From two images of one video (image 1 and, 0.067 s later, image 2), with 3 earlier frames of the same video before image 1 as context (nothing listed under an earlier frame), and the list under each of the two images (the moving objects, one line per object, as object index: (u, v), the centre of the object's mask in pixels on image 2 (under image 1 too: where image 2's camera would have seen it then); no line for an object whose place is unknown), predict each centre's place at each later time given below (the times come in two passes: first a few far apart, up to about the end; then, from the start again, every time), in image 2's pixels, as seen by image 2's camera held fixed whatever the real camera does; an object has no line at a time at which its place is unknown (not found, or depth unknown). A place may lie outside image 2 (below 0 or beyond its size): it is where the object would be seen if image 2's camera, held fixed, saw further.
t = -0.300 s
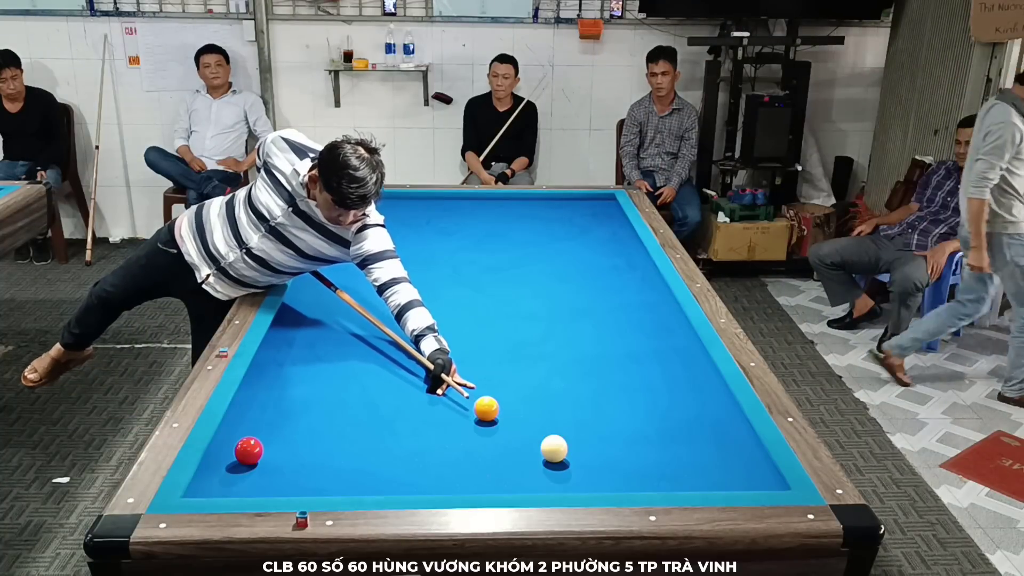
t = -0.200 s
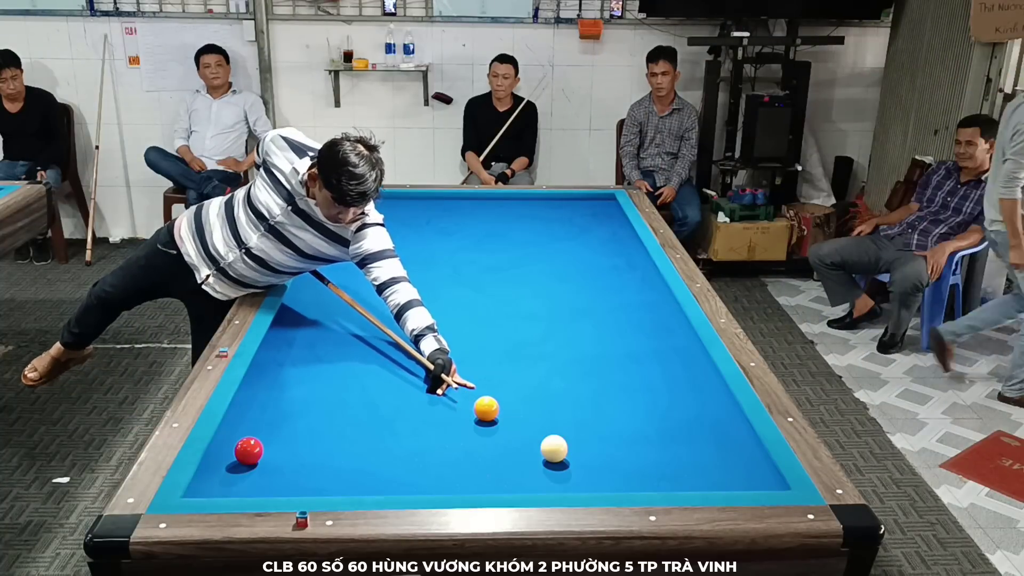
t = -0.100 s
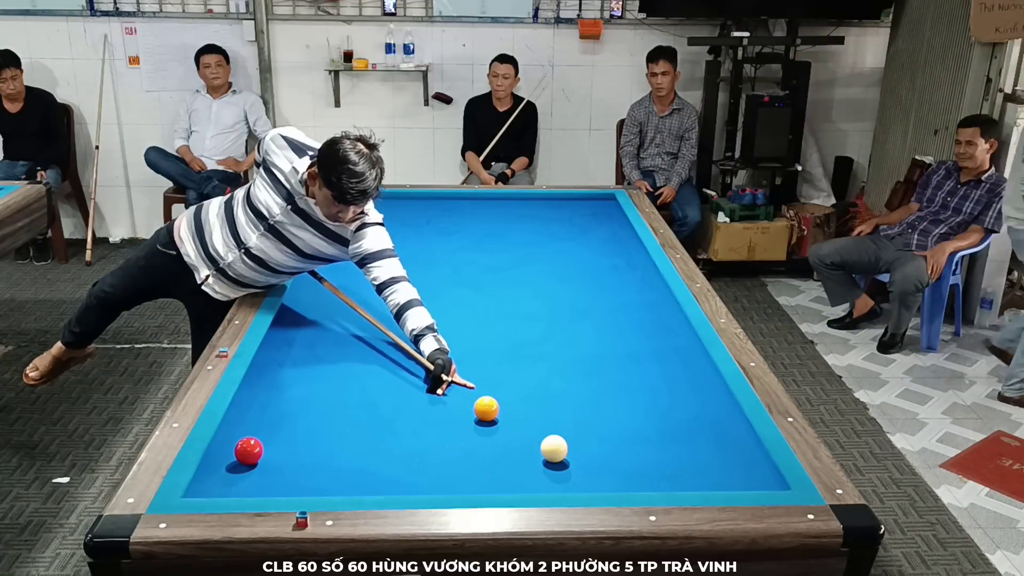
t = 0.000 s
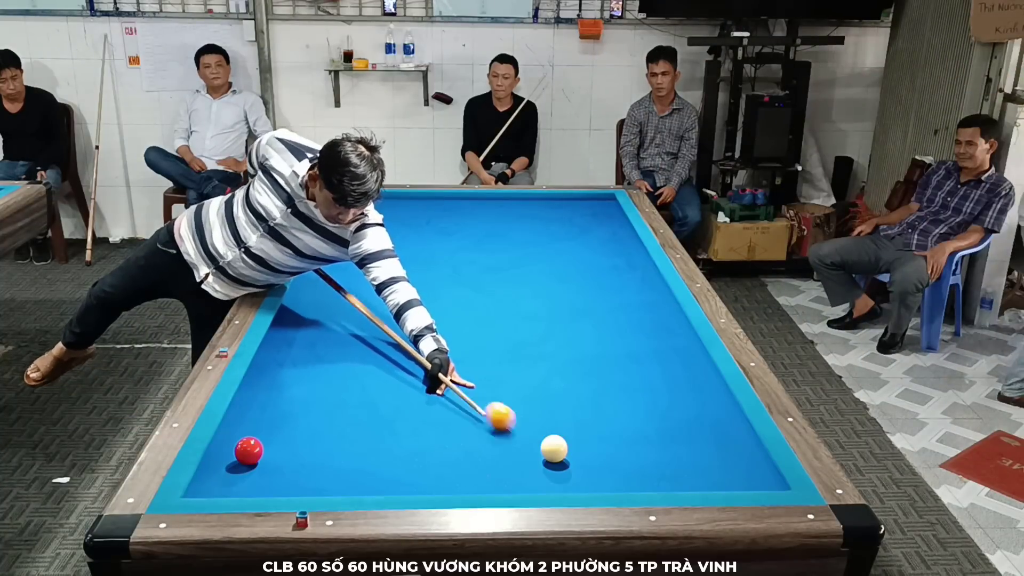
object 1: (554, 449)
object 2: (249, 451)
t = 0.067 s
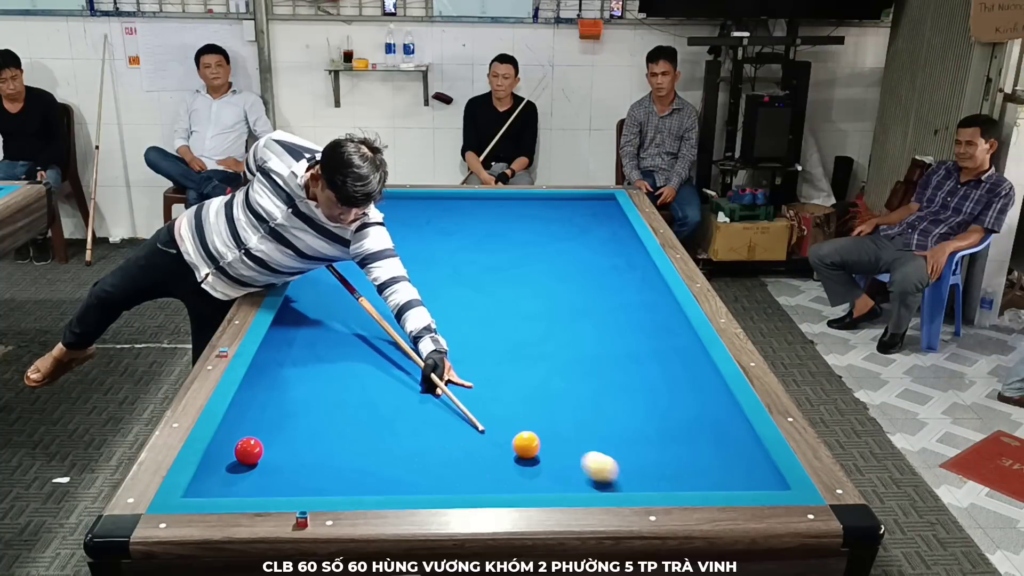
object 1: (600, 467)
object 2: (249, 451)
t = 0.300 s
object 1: (720, 415)
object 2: (249, 451)
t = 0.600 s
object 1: (575, 346)
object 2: (249, 451)
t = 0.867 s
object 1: (489, 302)
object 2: (249, 451)
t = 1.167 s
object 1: (412, 264)
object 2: (231, 445)
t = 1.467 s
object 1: (349, 233)
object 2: (248, 436)
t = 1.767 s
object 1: (361, 211)
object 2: (274, 428)
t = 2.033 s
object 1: (391, 197)
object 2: (296, 423)
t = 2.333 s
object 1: (401, 203)
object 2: (318, 417)
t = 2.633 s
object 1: (408, 212)
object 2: (337, 411)
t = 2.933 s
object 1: (416, 220)
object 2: (355, 407)
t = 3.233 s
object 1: (425, 228)
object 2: (370, 403)
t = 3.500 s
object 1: (432, 236)
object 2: (382, 400)
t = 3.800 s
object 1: (441, 245)
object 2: (394, 397)
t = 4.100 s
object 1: (450, 254)
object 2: (405, 395)
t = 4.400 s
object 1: (459, 263)
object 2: (413, 393)
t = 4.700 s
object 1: (469, 272)
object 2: (420, 391)
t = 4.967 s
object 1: (477, 280)
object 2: (424, 390)
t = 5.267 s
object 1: (486, 289)
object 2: (427, 389)
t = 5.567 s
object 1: (495, 299)
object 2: (428, 389)
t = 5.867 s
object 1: (505, 307)
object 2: (428, 389)
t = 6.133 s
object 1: (513, 316)
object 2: (428, 389)
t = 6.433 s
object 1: (522, 325)
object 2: (428, 389)
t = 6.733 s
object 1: (531, 334)
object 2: (428, 389)
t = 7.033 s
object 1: (540, 343)
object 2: (428, 389)
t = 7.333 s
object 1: (549, 351)
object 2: (428, 389)
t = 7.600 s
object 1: (556, 358)
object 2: (428, 389)
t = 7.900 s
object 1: (564, 366)
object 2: (428, 389)
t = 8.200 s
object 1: (571, 374)
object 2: (428, 389)
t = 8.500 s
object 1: (577, 382)
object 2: (428, 389)
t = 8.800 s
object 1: (583, 389)
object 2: (428, 389)
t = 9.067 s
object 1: (587, 394)
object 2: (428, 389)
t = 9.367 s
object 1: (591, 400)
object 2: (428, 389)
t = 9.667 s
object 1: (594, 405)
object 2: (428, 389)
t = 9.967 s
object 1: (598, 410)
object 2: (428, 389)
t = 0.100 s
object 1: (646, 483)
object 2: (249, 451)
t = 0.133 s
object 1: (675, 478)
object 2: (249, 451)
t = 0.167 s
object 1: (694, 464)
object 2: (249, 451)
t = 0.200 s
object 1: (711, 450)
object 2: (249, 451)
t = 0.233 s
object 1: (727, 437)
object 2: (249, 451)
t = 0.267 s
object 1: (741, 426)
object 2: (249, 451)
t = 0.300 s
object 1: (720, 415)
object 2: (249, 451)
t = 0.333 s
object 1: (699, 405)
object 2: (249, 451)
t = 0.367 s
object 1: (679, 396)
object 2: (249, 451)
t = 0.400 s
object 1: (661, 388)
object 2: (249, 451)
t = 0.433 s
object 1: (644, 380)
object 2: (249, 451)
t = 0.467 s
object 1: (628, 372)
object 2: (249, 451)
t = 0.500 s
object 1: (613, 365)
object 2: (249, 451)
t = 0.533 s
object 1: (600, 358)
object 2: (249, 451)
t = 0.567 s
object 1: (587, 352)
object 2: (249, 451)
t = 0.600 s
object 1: (575, 346)
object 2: (249, 451)
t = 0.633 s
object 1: (563, 340)
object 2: (249, 451)
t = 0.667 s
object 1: (551, 334)
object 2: (249, 451)
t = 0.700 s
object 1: (540, 328)
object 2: (249, 451)
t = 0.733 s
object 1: (529, 323)
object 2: (249, 451)
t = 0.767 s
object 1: (519, 317)
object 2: (249, 451)
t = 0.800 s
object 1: (508, 312)
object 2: (249, 451)
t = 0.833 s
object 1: (498, 307)
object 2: (249, 451)
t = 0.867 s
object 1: (489, 302)
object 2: (249, 451)
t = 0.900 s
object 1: (479, 298)
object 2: (249, 451)
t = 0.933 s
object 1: (470, 293)
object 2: (249, 451)
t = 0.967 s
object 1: (461, 289)
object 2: (249, 451)
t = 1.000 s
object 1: (452, 285)
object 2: (249, 451)
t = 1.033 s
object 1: (444, 280)
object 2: (249, 451)
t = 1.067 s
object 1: (435, 276)
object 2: (247, 450)
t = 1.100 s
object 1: (427, 272)
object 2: (242, 448)
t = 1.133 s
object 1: (419, 268)
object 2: (236, 447)
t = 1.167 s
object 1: (412, 264)
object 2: (231, 445)
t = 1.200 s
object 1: (404, 260)
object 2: (226, 443)
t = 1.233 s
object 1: (397, 257)
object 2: (224, 442)
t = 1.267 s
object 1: (389, 253)
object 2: (228, 441)
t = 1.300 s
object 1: (382, 249)
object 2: (232, 440)
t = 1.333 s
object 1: (375, 246)
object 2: (235, 438)
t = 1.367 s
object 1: (369, 243)
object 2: (238, 437)
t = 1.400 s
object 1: (362, 239)
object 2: (242, 436)
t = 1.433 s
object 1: (356, 236)
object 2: (245, 436)
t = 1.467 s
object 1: (349, 233)
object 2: (248, 436)
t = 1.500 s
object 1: (343, 230)
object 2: (251, 435)
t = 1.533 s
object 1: (337, 226)
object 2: (254, 434)
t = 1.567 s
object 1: (332, 223)
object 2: (257, 433)
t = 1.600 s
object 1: (333, 220)
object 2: (260, 432)
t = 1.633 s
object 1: (338, 216)
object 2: (263, 431)
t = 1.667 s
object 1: (346, 219)
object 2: (266, 431)
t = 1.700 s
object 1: (352, 218)
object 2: (269, 430)
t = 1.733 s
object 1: (356, 214)
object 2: (271, 429)
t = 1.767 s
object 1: (361, 211)
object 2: (274, 428)
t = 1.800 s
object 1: (365, 209)
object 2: (277, 428)
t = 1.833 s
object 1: (369, 208)
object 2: (280, 427)
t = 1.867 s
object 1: (373, 206)
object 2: (283, 426)
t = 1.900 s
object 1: (377, 204)
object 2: (285, 425)
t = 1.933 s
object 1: (380, 202)
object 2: (288, 425)
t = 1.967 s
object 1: (384, 200)
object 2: (291, 424)
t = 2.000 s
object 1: (388, 199)
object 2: (293, 423)
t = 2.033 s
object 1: (391, 197)
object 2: (296, 423)
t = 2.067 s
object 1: (395, 195)
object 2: (298, 422)
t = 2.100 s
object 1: (396, 196)
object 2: (301, 421)
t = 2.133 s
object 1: (397, 197)
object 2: (303, 420)
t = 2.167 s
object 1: (397, 198)
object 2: (306, 420)
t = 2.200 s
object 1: (398, 200)
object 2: (308, 419)
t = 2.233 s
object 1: (398, 201)
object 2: (311, 419)
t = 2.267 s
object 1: (399, 202)
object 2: (313, 418)
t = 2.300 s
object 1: (400, 203)
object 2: (315, 417)
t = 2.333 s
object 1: (401, 203)
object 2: (318, 417)
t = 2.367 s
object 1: (402, 204)
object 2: (320, 416)
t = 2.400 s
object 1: (402, 205)
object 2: (322, 416)
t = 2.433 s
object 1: (403, 206)
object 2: (325, 415)
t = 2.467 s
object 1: (404, 207)
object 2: (327, 414)
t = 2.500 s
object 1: (405, 208)
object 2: (329, 414)
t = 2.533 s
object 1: (406, 209)
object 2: (331, 413)
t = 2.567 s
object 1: (407, 210)
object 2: (333, 413)
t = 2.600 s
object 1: (407, 211)
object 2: (335, 412)
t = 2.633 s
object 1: (408, 212)
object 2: (337, 411)
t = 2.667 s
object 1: (409, 212)
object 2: (339, 411)
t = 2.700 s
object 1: (410, 213)
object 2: (341, 411)
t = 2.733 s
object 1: (411, 214)
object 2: (343, 410)
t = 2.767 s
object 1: (412, 215)
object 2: (345, 409)
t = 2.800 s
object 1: (413, 216)
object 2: (347, 409)
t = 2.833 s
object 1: (414, 217)
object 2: (349, 408)
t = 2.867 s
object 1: (414, 218)
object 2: (351, 408)
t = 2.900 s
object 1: (415, 219)
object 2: (353, 407)
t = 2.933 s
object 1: (416, 220)
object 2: (355, 407)
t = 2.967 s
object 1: (417, 221)
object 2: (357, 406)
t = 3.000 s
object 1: (418, 222)
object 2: (358, 406)
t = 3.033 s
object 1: (419, 223)
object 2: (360, 406)
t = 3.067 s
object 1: (420, 224)
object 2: (362, 405)
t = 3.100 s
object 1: (421, 225)
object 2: (364, 405)
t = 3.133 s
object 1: (422, 226)
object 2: (365, 404)
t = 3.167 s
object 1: (423, 226)
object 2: (367, 404)
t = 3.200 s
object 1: (424, 227)
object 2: (369, 404)
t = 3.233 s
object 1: (425, 228)
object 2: (370, 403)
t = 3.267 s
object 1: (426, 229)
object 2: (372, 403)
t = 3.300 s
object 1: (427, 230)
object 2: (373, 402)
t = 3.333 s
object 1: (427, 231)
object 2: (375, 402)
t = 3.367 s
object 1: (428, 232)
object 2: (377, 401)
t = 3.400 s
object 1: (429, 233)
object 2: (378, 401)
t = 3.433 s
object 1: (430, 234)
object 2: (379, 401)
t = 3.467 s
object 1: (431, 235)
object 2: (381, 400)
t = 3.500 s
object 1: (432, 236)
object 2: (382, 400)
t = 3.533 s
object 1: (433, 237)
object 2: (384, 400)
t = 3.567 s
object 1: (434, 238)
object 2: (385, 399)
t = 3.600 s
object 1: (435, 239)
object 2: (387, 399)
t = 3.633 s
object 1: (436, 240)
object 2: (388, 399)
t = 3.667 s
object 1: (437, 241)
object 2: (389, 398)
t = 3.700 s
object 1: (438, 242)
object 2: (390, 398)
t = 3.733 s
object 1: (439, 243)
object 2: (392, 398)
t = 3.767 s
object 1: (440, 244)
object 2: (393, 397)
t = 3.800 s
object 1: (441, 245)
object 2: (394, 397)
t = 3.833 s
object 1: (442, 246)
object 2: (396, 397)
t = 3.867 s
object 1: (443, 247)
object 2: (397, 397)
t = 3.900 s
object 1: (444, 248)
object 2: (398, 397)
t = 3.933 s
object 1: (445, 249)
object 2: (399, 396)
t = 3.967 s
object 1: (446, 250)
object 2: (400, 396)
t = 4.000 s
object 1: (447, 251)
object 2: (401, 396)
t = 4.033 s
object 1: (448, 252)
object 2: (403, 395)
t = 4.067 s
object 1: (449, 253)
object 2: (404, 395)
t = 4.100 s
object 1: (450, 254)
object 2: (405, 395)
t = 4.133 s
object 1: (451, 255)
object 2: (406, 395)
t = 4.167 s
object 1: (452, 256)
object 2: (407, 394)
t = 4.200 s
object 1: (453, 257)
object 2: (408, 394)
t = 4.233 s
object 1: (454, 258)
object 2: (409, 394)
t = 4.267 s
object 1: (455, 259)
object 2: (409, 394)
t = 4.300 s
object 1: (456, 260)
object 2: (410, 394)
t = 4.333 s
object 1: (457, 261)
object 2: (411, 394)
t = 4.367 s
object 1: (458, 262)
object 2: (412, 393)
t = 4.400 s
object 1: (459, 263)
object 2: (413, 393)
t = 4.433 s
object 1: (460, 264)
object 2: (414, 393)
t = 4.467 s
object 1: (461, 265)
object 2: (415, 393)
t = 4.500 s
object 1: (462, 266)
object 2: (415, 393)
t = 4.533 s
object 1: (463, 267)
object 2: (416, 392)
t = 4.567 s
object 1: (464, 268)
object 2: (417, 392)
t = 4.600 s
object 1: (465, 269)
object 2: (418, 392)
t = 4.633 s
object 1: (466, 270)
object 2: (418, 392)
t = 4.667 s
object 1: (468, 271)
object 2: (419, 392)
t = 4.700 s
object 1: (469, 272)
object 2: (420, 391)
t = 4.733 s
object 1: (469, 273)
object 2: (420, 391)
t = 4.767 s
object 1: (470, 274)
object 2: (421, 391)
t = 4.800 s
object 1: (471, 275)
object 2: (421, 391)
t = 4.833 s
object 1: (472, 276)
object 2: (422, 391)
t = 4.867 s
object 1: (474, 277)
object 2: (422, 391)
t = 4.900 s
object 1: (475, 278)
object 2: (423, 390)
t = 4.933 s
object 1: (476, 279)
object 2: (423, 390)
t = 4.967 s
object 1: (477, 280)
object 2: (424, 390)
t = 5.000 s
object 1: (478, 281)
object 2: (424, 390)
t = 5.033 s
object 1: (479, 282)
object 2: (425, 390)
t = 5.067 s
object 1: (480, 283)
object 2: (425, 390)
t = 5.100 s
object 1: (481, 284)
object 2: (425, 390)
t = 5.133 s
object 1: (482, 285)
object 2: (426, 390)
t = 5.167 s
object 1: (483, 286)
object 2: (426, 390)
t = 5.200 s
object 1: (484, 287)
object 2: (426, 389)
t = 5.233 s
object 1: (485, 289)
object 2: (426, 389)
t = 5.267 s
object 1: (486, 289)
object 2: (427, 389)
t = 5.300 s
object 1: (487, 291)
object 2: (427, 389)
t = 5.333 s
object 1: (488, 291)
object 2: (427, 389)
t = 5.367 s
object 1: (489, 293)
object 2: (427, 389)
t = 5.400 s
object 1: (490, 294)
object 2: (427, 389)
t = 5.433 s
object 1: (491, 295)
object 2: (427, 389)
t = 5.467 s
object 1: (492, 296)
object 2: (428, 389)
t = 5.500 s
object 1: (493, 297)
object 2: (428, 389)
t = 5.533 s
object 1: (494, 297)
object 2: (428, 389)
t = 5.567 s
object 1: (495, 299)
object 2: (428, 389)
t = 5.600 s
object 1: (496, 300)
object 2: (428, 389)
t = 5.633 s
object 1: (498, 300)
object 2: (428, 389)
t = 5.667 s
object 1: (499, 301)
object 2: (428, 389)
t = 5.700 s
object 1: (500, 303)
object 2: (428, 389)
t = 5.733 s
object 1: (501, 304)
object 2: (428, 389)
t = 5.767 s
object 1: (501, 305)
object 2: (428, 389)
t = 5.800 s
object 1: (503, 306)
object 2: (428, 389)
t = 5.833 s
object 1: (504, 307)
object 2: (428, 389)
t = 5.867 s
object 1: (505, 307)
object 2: (428, 389)
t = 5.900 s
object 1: (506, 309)
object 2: (428, 389)
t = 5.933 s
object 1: (507, 310)
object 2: (428, 389)
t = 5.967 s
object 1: (508, 311)
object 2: (428, 389)
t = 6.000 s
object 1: (509, 312)
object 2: (428, 389)
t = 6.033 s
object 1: (510, 313)
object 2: (428, 389)
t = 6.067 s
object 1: (511, 314)
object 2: (428, 389)
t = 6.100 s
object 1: (512, 315)
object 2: (428, 389)
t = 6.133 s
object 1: (513, 316)
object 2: (428, 389)
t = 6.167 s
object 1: (514, 317)
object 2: (428, 389)
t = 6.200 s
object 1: (515, 318)
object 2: (428, 389)
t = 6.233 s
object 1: (516, 319)
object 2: (428, 389)
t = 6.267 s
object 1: (517, 320)
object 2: (428, 389)
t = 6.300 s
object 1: (518, 321)
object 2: (428, 389)
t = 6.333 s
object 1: (519, 322)
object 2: (428, 389)
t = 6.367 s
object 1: (520, 323)
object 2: (428, 389)
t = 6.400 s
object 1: (521, 324)
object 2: (428, 389)
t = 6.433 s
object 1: (522, 325)
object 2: (428, 389)
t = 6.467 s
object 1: (523, 326)
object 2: (428, 389)
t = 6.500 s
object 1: (524, 327)
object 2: (428, 389)
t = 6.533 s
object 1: (525, 328)
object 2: (428, 389)
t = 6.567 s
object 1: (526, 329)
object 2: (428, 389)
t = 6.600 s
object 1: (527, 330)
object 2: (428, 389)
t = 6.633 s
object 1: (528, 331)
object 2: (428, 389)
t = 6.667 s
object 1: (529, 332)
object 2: (428, 389)
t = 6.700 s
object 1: (530, 333)
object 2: (428, 389)
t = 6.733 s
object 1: (531, 334)
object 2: (428, 389)
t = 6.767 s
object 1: (532, 335)
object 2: (428, 389)
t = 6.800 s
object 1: (533, 336)
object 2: (428, 389)
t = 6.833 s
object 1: (534, 337)
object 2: (428, 389)
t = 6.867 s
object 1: (535, 338)
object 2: (428, 389)
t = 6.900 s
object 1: (536, 339)
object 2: (428, 389)
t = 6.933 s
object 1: (537, 339)
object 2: (428, 389)
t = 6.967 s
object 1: (538, 341)
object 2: (428, 389)
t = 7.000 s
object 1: (540, 341)
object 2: (428, 389)
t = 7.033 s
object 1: (540, 343)
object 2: (428, 389)
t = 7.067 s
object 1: (541, 344)
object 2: (428, 389)
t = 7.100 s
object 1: (542, 345)
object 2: (428, 389)
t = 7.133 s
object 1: (543, 345)
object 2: (428, 389)
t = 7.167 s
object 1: (544, 346)
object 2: (428, 389)
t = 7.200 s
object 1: (545, 347)
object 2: (428, 389)
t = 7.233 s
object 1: (546, 348)
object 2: (428, 389)
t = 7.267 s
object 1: (547, 349)
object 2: (428, 389)
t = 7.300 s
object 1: (548, 350)
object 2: (428, 389)
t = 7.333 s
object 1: (549, 351)
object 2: (428, 389)
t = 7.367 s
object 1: (550, 352)
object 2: (428, 389)
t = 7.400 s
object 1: (551, 353)
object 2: (428, 389)
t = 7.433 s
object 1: (552, 354)
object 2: (428, 389)
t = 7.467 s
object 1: (553, 355)
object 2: (428, 389)
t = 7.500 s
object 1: (554, 356)
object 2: (428, 389)
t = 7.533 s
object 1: (555, 357)
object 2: (428, 389)
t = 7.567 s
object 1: (556, 357)
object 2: (428, 389)
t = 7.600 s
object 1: (556, 358)
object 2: (428, 389)
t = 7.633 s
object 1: (557, 359)
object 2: (428, 389)
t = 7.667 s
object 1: (558, 360)
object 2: (428, 389)
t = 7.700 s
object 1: (559, 361)
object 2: (428, 389)
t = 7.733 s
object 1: (560, 362)
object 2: (428, 389)
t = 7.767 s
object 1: (561, 363)
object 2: (428, 389)
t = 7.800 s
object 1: (562, 364)
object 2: (428, 389)
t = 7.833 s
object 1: (563, 365)
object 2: (428, 389)
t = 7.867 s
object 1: (563, 366)
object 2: (428, 389)
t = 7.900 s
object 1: (564, 366)
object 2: (428, 389)
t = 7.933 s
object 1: (565, 367)
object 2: (428, 389)
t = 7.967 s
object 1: (566, 368)
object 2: (428, 389)
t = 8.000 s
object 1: (567, 369)
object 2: (428, 389)
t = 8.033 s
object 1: (568, 370)
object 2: (428, 389)
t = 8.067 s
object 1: (568, 371)
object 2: (428, 389)
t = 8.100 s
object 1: (569, 372)
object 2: (428, 389)
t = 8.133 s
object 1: (570, 373)
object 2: (428, 389)
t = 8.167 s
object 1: (571, 373)
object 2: (428, 389)
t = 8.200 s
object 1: (571, 374)
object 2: (428, 389)
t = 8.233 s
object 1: (572, 375)
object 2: (428, 389)
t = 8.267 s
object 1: (573, 376)
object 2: (428, 389)
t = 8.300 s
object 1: (574, 377)
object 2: (428, 389)
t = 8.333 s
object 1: (574, 378)
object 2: (428, 389)
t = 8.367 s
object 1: (575, 378)
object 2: (428, 389)
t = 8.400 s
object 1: (576, 379)
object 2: (428, 389)
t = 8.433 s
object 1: (576, 380)
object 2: (428, 389)
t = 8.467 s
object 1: (577, 381)
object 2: (428, 389)
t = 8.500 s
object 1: (577, 382)
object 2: (428, 389)
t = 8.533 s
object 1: (578, 383)
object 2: (428, 389)
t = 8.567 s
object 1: (579, 383)
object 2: (428, 389)
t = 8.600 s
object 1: (579, 384)
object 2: (428, 389)
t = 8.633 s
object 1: (580, 385)
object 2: (428, 389)
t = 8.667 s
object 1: (580, 386)
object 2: (428, 389)
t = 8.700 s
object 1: (581, 386)
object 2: (428, 389)
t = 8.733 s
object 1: (581, 387)
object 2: (428, 389)
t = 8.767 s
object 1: (582, 388)
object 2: (428, 389)
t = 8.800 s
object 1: (583, 389)
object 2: (428, 389)
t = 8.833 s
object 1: (583, 389)
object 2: (428, 389)
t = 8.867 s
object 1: (584, 390)
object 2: (428, 389)
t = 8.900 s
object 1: (584, 391)
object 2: (428, 389)
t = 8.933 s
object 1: (585, 392)
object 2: (428, 389)
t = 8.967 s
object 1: (585, 392)
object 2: (428, 389)
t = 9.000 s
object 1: (586, 393)
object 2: (428, 389)
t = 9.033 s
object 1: (586, 394)
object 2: (428, 389)
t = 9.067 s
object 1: (587, 394)
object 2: (428, 389)
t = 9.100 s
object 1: (587, 395)
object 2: (428, 389)
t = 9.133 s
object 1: (588, 396)
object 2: (428, 389)
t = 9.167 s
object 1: (588, 396)
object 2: (428, 389)
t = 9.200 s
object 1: (589, 397)
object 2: (428, 389)
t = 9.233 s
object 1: (589, 398)
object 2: (428, 389)
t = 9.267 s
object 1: (590, 398)
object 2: (428, 389)
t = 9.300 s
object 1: (590, 399)
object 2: (428, 389)
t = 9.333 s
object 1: (591, 399)
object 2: (428, 389)
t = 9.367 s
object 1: (591, 400)
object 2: (428, 389)
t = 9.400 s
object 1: (591, 401)
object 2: (428, 389)
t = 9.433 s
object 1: (592, 401)
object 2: (428, 389)
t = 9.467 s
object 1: (592, 402)
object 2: (428, 389)
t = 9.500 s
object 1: (593, 402)
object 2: (428, 389)
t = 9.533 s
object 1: (593, 403)
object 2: (428, 389)
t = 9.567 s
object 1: (593, 404)
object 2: (428, 389)
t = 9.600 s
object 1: (594, 404)
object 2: (428, 389)
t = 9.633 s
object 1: (594, 405)
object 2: (428, 389)
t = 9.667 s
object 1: (594, 405)
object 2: (428, 389)
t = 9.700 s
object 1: (595, 406)
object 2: (428, 389)
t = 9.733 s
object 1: (595, 406)
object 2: (428, 389)
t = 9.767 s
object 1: (596, 407)
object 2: (428, 389)
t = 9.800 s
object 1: (596, 407)
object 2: (428, 389)
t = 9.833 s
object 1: (596, 408)
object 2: (428, 389)
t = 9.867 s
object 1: (597, 408)
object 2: (428, 389)
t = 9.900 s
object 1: (597, 409)
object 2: (428, 389)
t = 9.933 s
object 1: (597, 409)
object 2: (428, 389)
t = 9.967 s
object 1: (598, 410)
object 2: (428, 389)
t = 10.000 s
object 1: (598, 410)
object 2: (428, 389)
